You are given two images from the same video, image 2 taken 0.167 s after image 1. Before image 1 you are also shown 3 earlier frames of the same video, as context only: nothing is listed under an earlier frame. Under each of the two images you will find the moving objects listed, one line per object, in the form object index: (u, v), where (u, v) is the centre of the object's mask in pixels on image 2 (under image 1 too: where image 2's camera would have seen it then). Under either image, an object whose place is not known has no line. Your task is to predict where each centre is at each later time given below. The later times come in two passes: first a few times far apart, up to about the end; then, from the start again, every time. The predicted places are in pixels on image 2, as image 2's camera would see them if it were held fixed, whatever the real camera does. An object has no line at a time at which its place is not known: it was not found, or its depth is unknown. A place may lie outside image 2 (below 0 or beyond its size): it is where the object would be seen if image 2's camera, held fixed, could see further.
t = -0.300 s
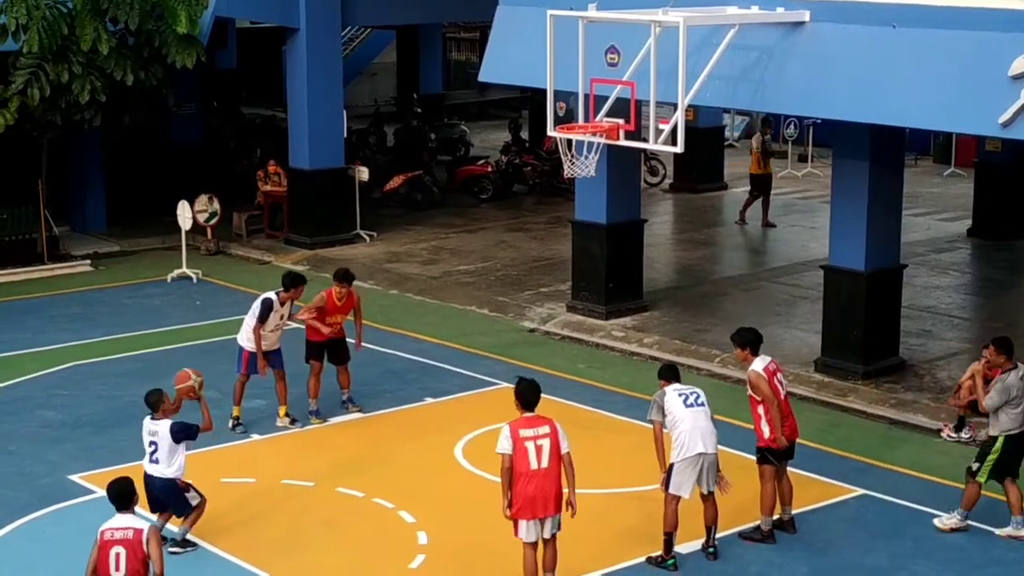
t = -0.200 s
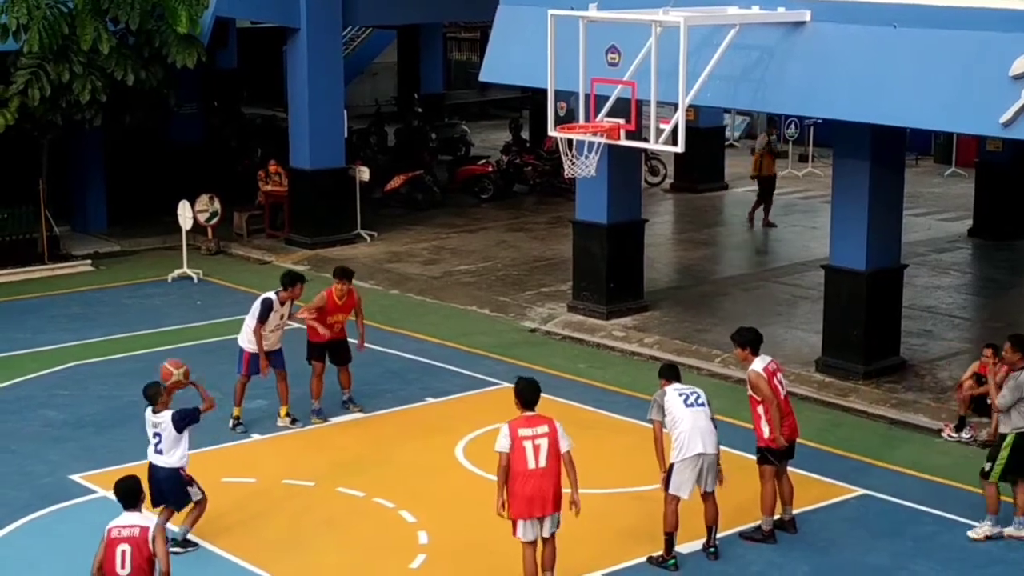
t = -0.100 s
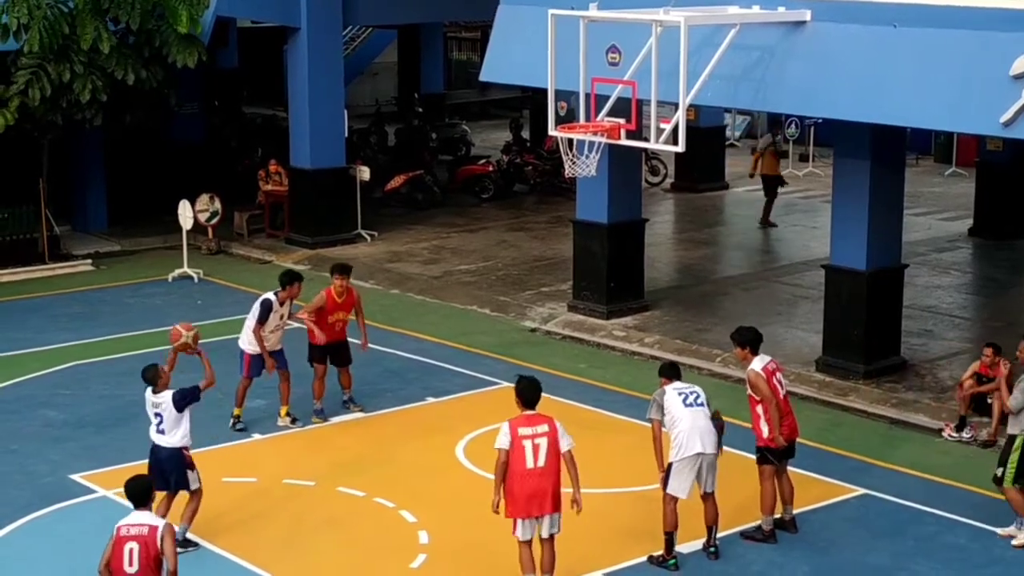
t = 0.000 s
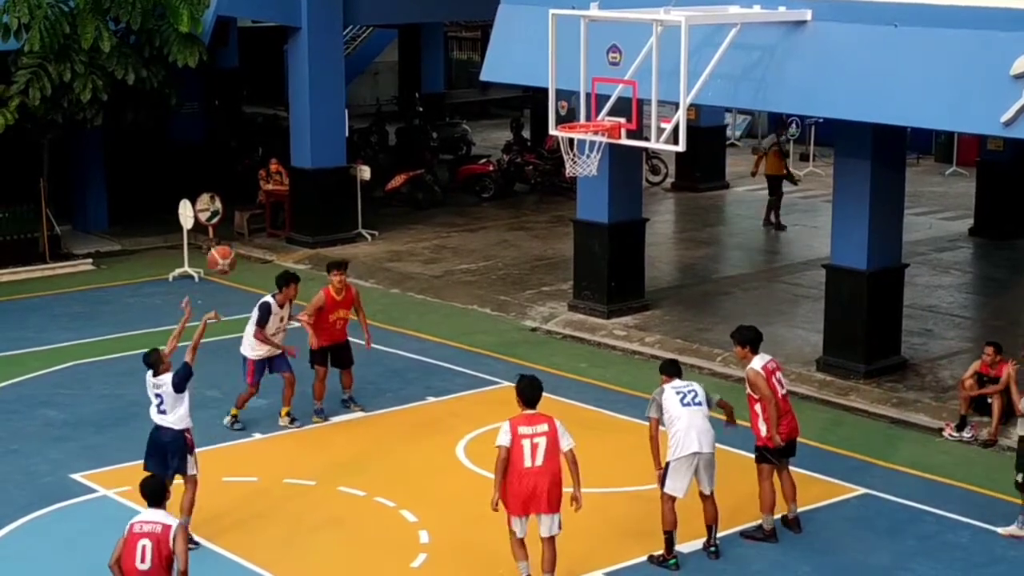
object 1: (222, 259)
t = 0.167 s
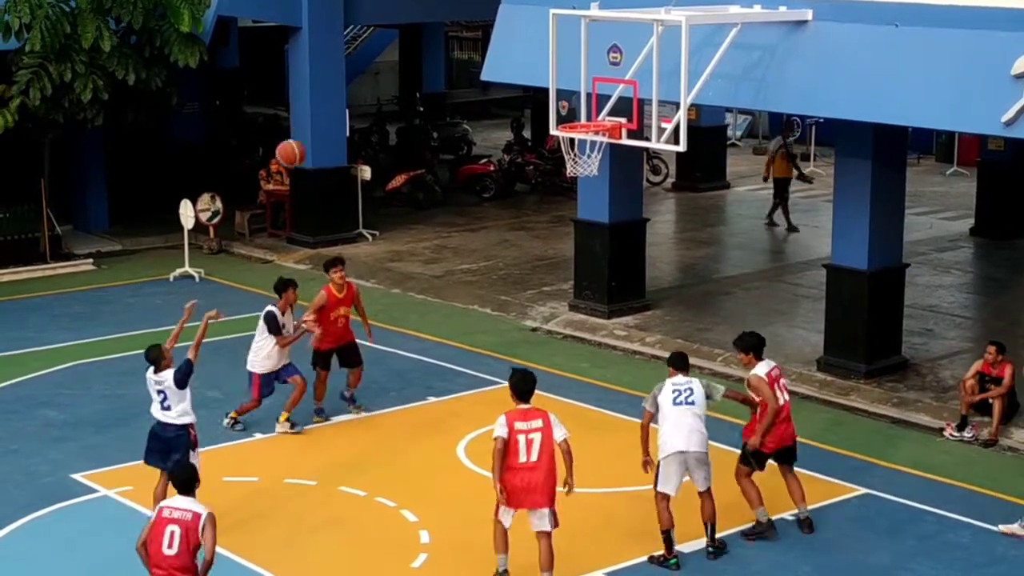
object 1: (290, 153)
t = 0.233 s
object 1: (317, 121)
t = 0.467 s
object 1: (407, 51)
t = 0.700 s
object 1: (491, 46)
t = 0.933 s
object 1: (567, 99)
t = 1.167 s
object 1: (589, 148)
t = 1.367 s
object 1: (584, 146)
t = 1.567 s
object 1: (584, 168)
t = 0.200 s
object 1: (304, 137)
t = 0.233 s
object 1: (317, 121)
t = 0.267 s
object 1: (330, 107)
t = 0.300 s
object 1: (344, 94)
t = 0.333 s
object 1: (356, 82)
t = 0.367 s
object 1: (369, 73)
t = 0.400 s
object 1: (382, 63)
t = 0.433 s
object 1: (395, 56)
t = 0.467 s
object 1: (407, 51)
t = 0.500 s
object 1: (419, 46)
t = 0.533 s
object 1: (432, 43)
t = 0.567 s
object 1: (444, 40)
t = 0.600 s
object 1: (456, 39)
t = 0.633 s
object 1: (467, 40)
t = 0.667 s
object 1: (479, 42)
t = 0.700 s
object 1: (491, 46)
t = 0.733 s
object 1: (502, 51)
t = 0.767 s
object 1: (514, 56)
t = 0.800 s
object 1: (525, 62)
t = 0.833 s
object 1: (535, 70)
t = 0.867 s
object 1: (546, 78)
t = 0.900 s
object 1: (557, 89)
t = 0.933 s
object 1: (567, 99)
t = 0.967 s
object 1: (576, 110)
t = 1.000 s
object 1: (588, 120)
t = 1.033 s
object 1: (587, 133)
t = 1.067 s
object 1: (589, 146)
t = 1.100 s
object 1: (589, 152)
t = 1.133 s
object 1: (589, 150)
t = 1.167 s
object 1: (589, 148)
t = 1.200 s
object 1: (586, 146)
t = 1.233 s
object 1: (585, 142)
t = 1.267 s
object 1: (584, 142)
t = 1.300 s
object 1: (583, 142)
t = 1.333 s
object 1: (584, 144)
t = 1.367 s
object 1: (584, 146)
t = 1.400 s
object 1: (584, 150)
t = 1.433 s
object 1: (583, 153)
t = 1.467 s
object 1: (584, 157)
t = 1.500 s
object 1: (585, 161)
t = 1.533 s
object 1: (585, 164)
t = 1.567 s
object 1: (584, 168)
